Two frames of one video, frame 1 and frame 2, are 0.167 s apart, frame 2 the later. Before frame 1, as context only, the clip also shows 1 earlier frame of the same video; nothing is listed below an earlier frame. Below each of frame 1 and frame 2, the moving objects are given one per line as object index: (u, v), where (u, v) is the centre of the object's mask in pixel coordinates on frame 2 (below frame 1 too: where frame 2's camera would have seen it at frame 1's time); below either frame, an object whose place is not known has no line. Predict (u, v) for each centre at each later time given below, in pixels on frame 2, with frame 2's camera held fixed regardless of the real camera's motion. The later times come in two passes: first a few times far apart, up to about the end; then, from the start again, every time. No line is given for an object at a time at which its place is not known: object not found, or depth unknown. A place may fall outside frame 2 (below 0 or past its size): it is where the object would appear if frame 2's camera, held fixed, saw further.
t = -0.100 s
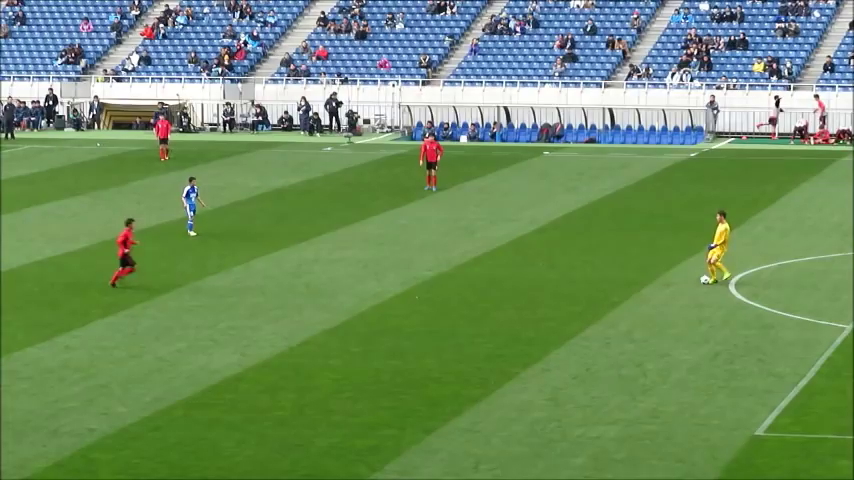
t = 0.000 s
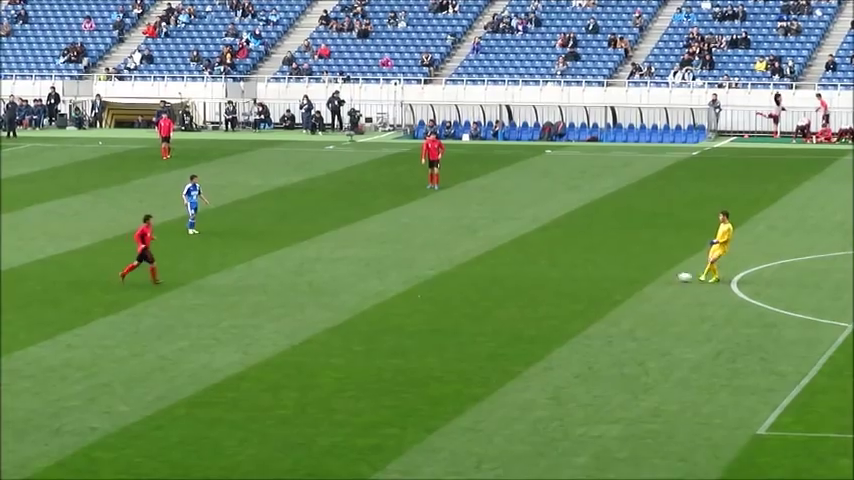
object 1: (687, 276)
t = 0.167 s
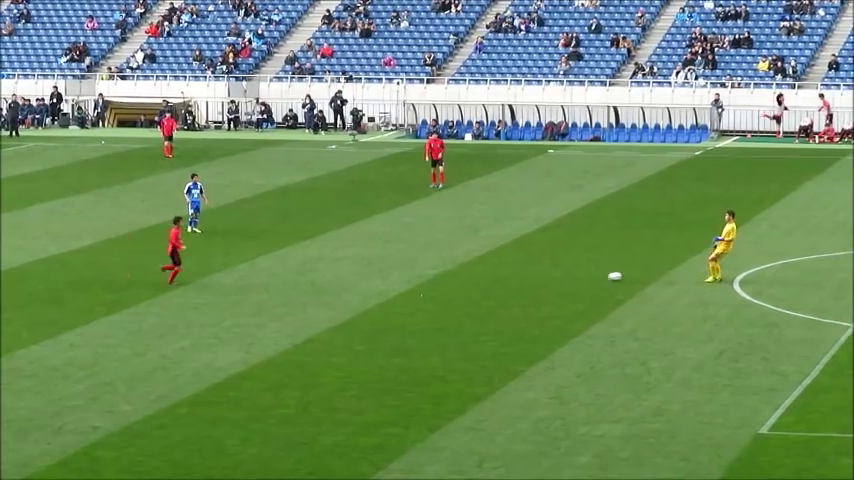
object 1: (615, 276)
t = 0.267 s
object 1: (576, 276)
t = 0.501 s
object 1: (496, 274)
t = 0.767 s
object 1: (424, 274)
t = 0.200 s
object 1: (601, 276)
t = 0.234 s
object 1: (588, 275)
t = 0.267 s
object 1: (576, 276)
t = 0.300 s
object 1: (563, 276)
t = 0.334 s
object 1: (551, 275)
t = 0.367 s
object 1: (539, 275)
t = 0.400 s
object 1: (528, 275)
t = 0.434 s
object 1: (517, 275)
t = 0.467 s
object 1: (506, 275)
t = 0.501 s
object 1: (496, 274)
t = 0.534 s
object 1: (486, 274)
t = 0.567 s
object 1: (477, 274)
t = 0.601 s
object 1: (467, 274)
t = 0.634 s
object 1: (458, 274)
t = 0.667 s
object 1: (450, 273)
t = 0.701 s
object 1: (441, 273)
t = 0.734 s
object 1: (433, 274)
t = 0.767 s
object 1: (424, 274)
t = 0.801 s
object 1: (416, 273)
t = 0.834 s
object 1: (409, 273)
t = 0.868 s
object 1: (400, 273)
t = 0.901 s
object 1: (393, 273)
